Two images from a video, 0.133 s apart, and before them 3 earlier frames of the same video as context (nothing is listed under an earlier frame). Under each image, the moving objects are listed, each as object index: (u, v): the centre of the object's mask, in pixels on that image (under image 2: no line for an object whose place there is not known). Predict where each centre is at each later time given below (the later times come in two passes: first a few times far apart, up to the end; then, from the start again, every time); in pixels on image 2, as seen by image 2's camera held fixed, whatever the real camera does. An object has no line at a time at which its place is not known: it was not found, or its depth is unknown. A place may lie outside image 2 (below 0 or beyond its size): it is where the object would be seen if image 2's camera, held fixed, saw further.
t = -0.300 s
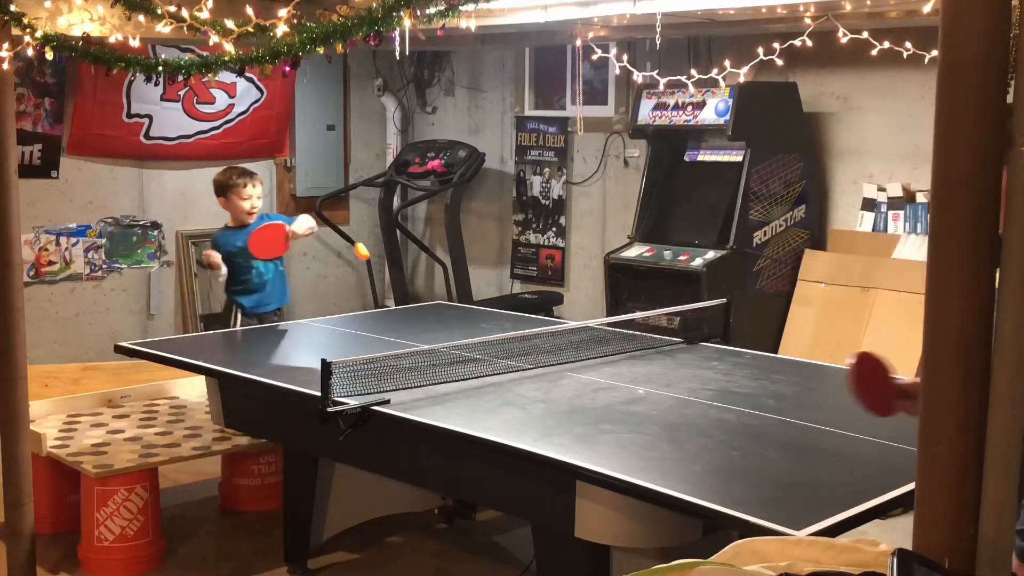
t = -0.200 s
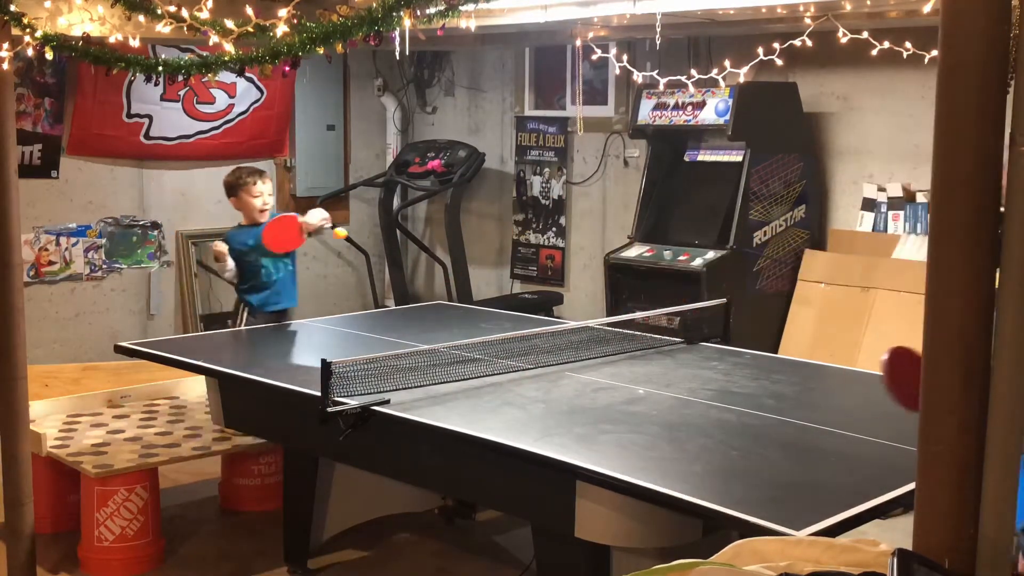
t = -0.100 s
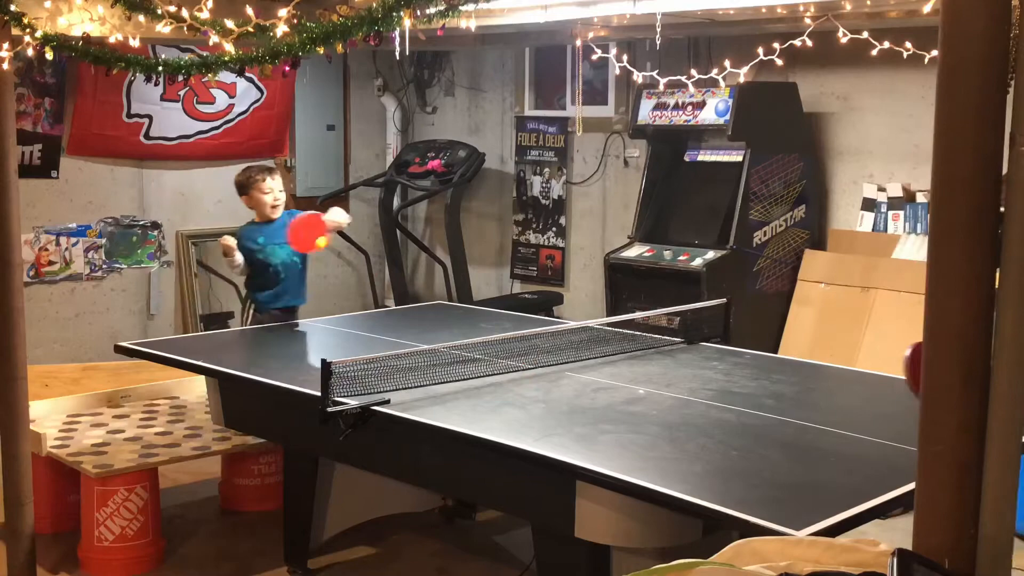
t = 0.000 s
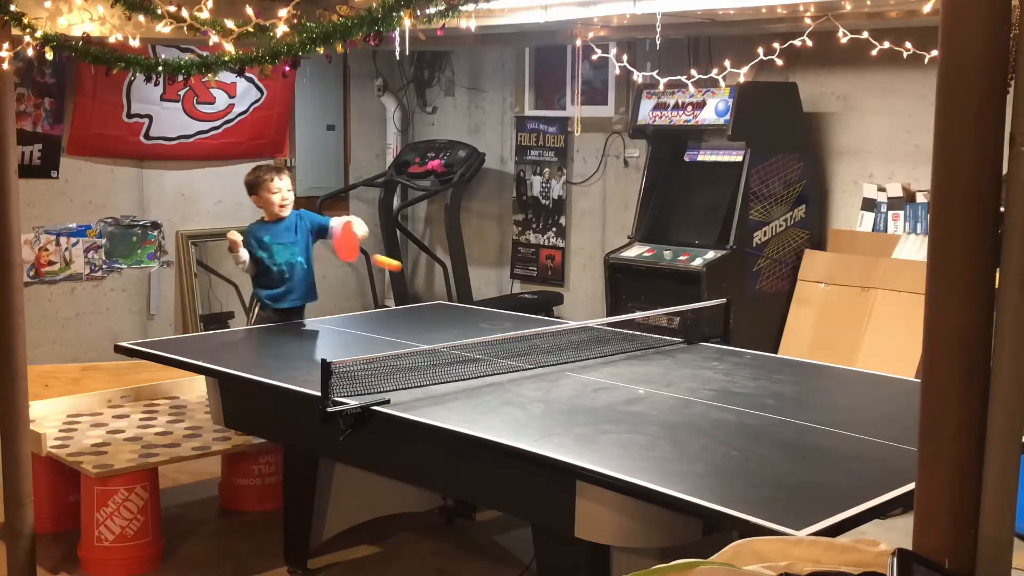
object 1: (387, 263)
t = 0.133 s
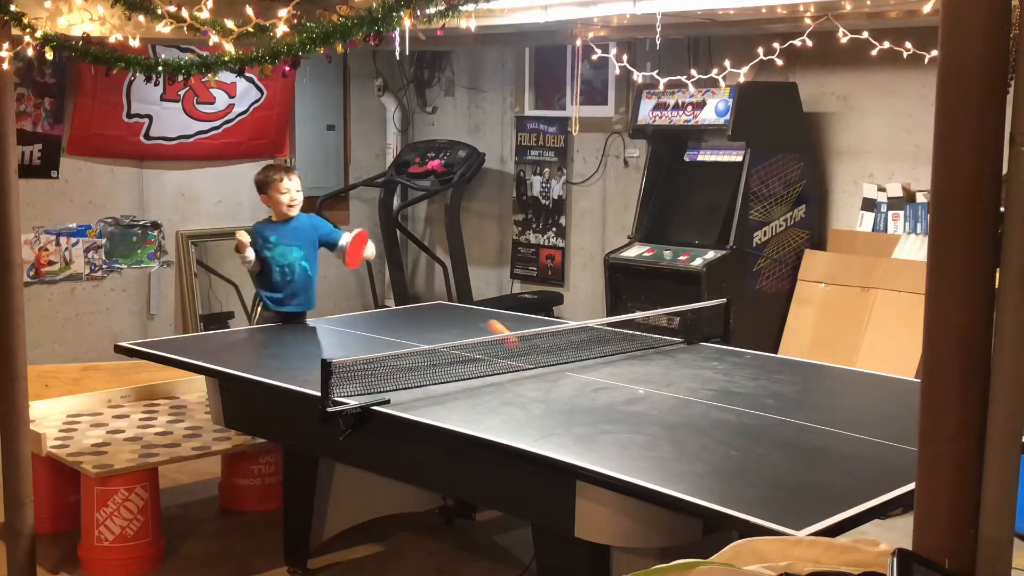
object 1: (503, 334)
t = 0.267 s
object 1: (526, 359)
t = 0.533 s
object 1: (500, 353)
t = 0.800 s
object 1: (483, 350)
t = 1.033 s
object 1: (472, 347)
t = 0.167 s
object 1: (530, 360)
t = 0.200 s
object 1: (532, 367)
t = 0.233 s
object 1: (530, 360)
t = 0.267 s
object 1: (526, 359)
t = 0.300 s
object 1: (521, 360)
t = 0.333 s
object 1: (517, 364)
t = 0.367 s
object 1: (514, 358)
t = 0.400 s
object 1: (510, 355)
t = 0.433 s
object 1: (508, 355)
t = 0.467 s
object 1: (505, 360)
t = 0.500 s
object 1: (502, 358)
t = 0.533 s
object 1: (500, 353)
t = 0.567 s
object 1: (498, 354)
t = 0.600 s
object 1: (496, 357)
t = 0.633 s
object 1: (493, 353)
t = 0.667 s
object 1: (492, 352)
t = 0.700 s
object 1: (490, 352)
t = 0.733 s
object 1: (488, 353)
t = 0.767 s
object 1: (486, 350)
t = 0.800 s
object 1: (483, 350)
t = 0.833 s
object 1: (482, 351)
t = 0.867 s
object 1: (479, 349)
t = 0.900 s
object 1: (478, 349)
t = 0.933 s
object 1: (476, 350)
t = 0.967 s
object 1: (475, 348)
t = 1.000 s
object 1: (474, 348)
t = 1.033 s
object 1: (472, 347)
